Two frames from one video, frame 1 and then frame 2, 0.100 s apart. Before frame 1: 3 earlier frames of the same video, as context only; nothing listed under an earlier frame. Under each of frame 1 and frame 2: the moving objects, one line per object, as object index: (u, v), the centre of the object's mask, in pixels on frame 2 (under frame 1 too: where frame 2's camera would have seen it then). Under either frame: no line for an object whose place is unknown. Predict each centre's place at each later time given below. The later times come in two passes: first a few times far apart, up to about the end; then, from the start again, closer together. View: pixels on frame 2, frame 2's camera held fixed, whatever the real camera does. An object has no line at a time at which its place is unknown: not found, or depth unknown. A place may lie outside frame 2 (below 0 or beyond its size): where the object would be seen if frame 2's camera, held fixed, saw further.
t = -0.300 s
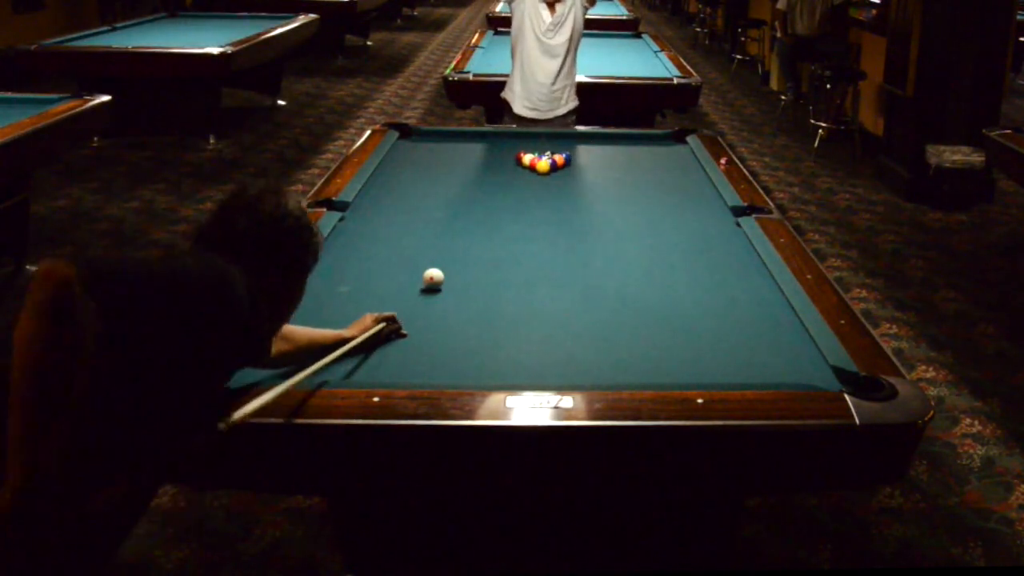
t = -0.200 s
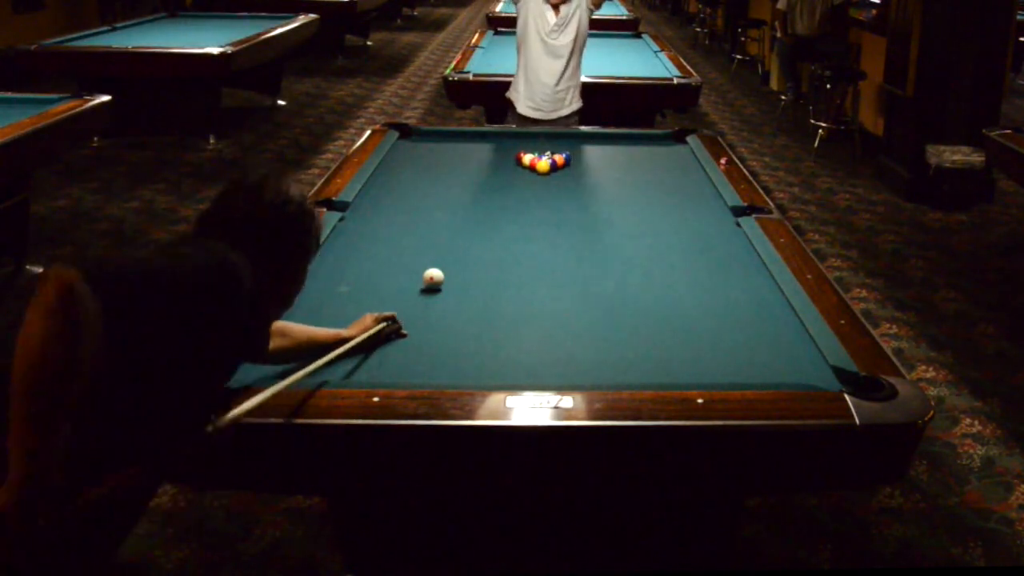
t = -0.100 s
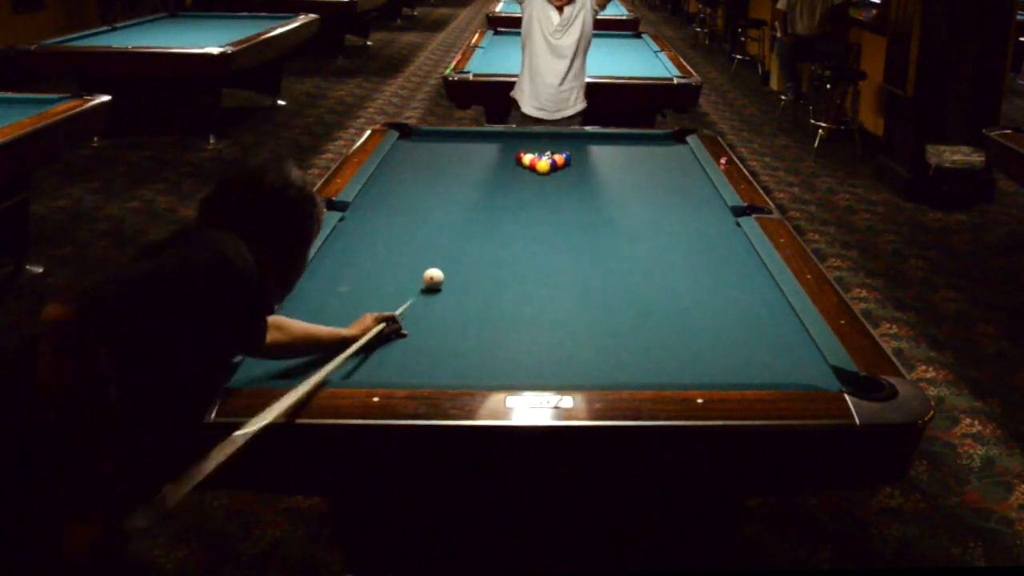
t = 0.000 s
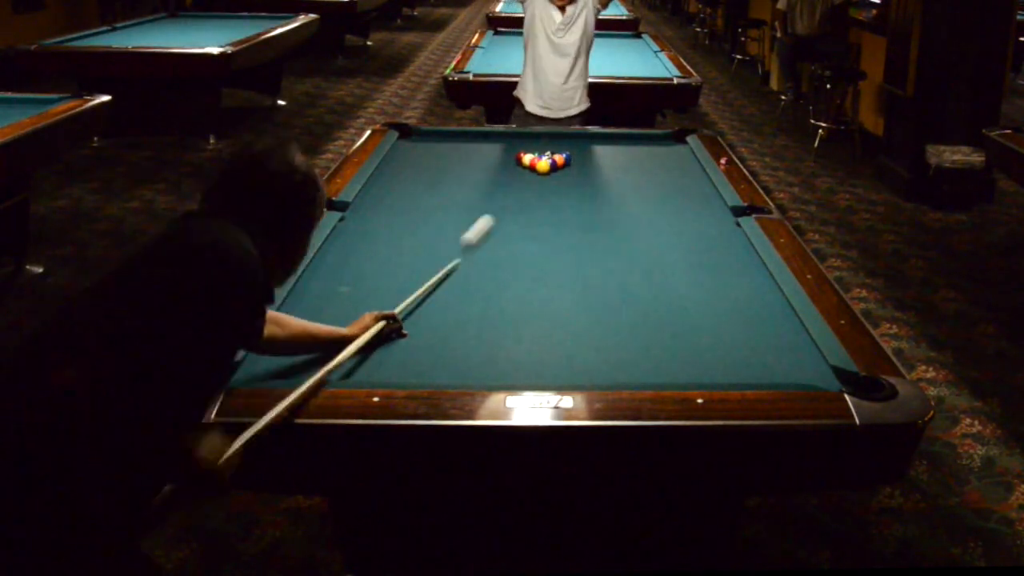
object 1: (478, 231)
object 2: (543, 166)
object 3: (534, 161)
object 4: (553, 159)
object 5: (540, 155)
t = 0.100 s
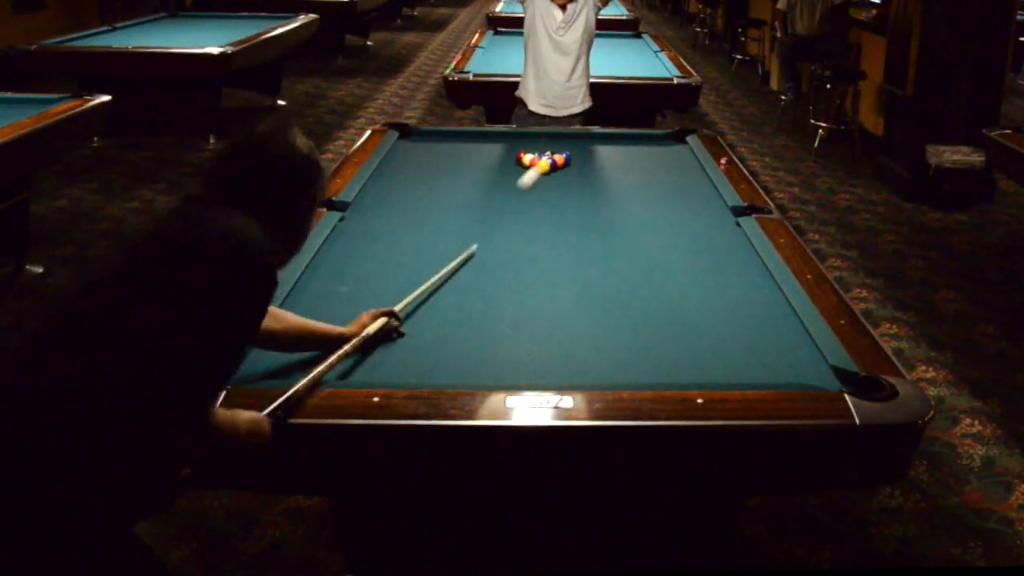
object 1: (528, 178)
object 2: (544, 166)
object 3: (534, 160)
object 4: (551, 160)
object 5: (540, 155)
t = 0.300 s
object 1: (513, 174)
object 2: (563, 168)
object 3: (505, 167)
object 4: (547, 159)
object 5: (528, 153)
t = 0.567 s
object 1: (487, 176)
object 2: (591, 173)
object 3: (469, 175)
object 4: (552, 156)
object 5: (518, 145)
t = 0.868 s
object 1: (457, 178)
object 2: (622, 178)
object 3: (427, 182)
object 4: (550, 164)
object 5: (508, 139)
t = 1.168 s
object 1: (430, 181)
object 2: (634, 179)
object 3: (379, 190)
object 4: (546, 174)
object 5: (500, 136)
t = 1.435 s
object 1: (407, 181)
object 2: (643, 180)
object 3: (379, 197)
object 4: (542, 183)
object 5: (493, 138)
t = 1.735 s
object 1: (382, 183)
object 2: (651, 180)
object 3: (400, 203)
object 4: (537, 196)
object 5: (486, 143)
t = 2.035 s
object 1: (378, 185)
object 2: (657, 180)
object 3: (420, 209)
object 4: (533, 207)
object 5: (480, 145)
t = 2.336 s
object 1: (388, 186)
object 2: (661, 180)
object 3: (439, 215)
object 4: (527, 219)
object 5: (474, 148)
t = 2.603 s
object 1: (397, 186)
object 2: (663, 181)
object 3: (456, 220)
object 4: (522, 229)
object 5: (470, 150)
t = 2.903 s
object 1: (404, 187)
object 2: (664, 181)
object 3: (473, 225)
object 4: (518, 242)
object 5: (465, 152)
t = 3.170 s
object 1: (408, 187)
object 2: (664, 181)
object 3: (486, 229)
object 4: (515, 253)
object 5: (462, 154)
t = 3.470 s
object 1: (411, 187)
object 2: (664, 180)
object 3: (501, 234)
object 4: (509, 265)
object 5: (459, 156)
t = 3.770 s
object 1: (412, 187)
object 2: (664, 180)
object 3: (514, 237)
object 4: (505, 277)
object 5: (457, 157)
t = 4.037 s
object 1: (412, 187)
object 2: (664, 180)
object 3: (524, 240)
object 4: (500, 289)
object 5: (455, 157)
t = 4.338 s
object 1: (412, 187)
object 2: (664, 181)
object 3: (533, 243)
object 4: (496, 301)
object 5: (455, 158)
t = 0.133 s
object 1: (536, 169)
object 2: (547, 165)
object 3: (533, 160)
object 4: (552, 159)
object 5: (539, 155)
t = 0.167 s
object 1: (531, 170)
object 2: (549, 166)
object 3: (529, 161)
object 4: (547, 159)
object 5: (540, 156)
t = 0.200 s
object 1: (526, 172)
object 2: (553, 167)
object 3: (522, 163)
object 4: (545, 159)
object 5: (540, 157)
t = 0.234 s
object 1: (522, 173)
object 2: (556, 168)
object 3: (516, 165)
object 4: (546, 159)
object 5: (538, 156)
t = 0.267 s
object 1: (517, 173)
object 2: (560, 169)
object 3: (510, 166)
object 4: (546, 159)
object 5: (530, 153)
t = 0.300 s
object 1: (513, 174)
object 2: (563, 168)
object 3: (505, 167)
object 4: (547, 159)
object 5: (528, 153)
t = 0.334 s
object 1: (510, 174)
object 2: (567, 169)
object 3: (501, 168)
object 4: (548, 159)
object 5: (527, 152)
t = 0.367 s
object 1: (507, 174)
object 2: (570, 170)
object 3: (496, 168)
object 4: (549, 158)
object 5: (526, 151)
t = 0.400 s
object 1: (503, 174)
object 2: (574, 171)
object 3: (491, 169)
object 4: (550, 158)
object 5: (525, 150)
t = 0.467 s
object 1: (497, 175)
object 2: (581, 172)
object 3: (483, 172)
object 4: (550, 157)
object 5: (522, 148)
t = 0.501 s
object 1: (493, 175)
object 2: (584, 172)
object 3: (478, 173)
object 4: (551, 157)
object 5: (520, 148)
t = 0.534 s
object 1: (490, 175)
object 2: (588, 173)
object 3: (474, 174)
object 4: (552, 156)
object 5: (520, 147)
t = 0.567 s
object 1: (487, 176)
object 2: (591, 173)
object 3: (469, 175)
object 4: (552, 156)
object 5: (518, 145)
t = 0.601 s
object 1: (483, 176)
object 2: (595, 174)
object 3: (464, 176)
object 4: (553, 156)
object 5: (517, 144)
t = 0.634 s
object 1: (480, 176)
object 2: (598, 175)
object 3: (460, 177)
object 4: (554, 155)
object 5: (515, 144)
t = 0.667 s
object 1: (477, 177)
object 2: (602, 175)
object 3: (455, 177)
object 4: (555, 155)
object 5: (514, 143)
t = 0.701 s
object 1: (473, 177)
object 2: (605, 176)
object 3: (450, 179)
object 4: (555, 157)
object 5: (513, 142)
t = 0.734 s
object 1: (470, 177)
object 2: (609, 176)
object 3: (445, 179)
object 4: (553, 159)
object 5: (512, 141)
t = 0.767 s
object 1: (467, 177)
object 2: (612, 177)
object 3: (440, 180)
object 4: (552, 160)
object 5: (511, 140)
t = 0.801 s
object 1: (464, 178)
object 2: (615, 177)
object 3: (435, 181)
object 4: (551, 161)
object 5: (510, 139)
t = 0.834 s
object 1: (461, 178)
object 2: (619, 178)
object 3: (430, 181)
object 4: (550, 162)
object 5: (510, 139)
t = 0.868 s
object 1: (457, 178)
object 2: (622, 178)
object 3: (427, 182)
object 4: (550, 164)
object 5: (508, 139)
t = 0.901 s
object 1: (454, 179)
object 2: (623, 178)
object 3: (421, 184)
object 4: (550, 165)
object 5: (506, 137)
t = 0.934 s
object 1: (451, 179)
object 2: (625, 178)
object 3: (415, 184)
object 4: (550, 166)
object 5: (506, 137)
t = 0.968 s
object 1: (448, 179)
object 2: (626, 177)
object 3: (410, 185)
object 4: (550, 167)
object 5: (505, 136)
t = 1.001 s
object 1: (445, 179)
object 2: (628, 177)
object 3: (405, 186)
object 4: (550, 169)
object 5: (505, 136)
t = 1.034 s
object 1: (442, 179)
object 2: (630, 178)
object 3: (399, 187)
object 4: (548, 170)
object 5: (503, 136)
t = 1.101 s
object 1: (436, 180)
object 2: (632, 179)
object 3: (389, 189)
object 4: (547, 172)
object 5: (500, 135)
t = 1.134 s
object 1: (433, 180)
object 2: (633, 179)
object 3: (384, 190)
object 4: (546, 173)
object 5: (500, 136)
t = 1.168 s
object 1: (430, 181)
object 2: (634, 179)
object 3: (379, 190)
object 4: (546, 174)
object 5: (500, 136)
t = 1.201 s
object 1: (427, 181)
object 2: (636, 179)
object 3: (374, 191)
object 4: (546, 176)
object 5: (499, 136)
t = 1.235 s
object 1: (424, 181)
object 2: (637, 179)
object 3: (369, 192)
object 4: (546, 177)
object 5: (498, 136)
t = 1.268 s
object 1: (421, 181)
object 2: (638, 179)
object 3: (367, 193)
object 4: (546, 178)
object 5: (497, 136)
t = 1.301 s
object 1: (418, 181)
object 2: (639, 179)
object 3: (369, 194)
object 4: (545, 179)
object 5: (496, 137)
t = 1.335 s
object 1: (415, 181)
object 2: (640, 179)
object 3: (371, 194)
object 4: (545, 180)
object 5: (496, 137)
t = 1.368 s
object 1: (412, 181)
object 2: (641, 179)
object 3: (374, 195)
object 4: (543, 181)
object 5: (495, 137)
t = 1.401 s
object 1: (410, 182)
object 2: (642, 179)
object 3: (376, 196)
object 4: (543, 182)
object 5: (494, 138)
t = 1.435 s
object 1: (407, 181)
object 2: (643, 180)
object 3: (379, 197)
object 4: (542, 183)
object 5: (493, 138)
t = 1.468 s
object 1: (404, 182)
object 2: (644, 180)
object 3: (381, 197)
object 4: (541, 185)
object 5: (493, 139)
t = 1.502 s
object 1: (401, 182)
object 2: (645, 180)
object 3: (383, 198)
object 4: (541, 186)
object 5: (492, 139)
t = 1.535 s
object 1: (398, 182)
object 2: (646, 180)
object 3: (385, 199)
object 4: (541, 188)
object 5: (491, 139)
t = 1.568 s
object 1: (396, 182)
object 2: (647, 180)
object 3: (388, 200)
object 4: (540, 189)
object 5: (491, 140)
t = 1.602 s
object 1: (393, 182)
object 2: (648, 180)
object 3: (391, 200)
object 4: (540, 190)
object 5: (489, 140)
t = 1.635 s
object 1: (391, 183)
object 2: (648, 180)
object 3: (393, 201)
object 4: (539, 191)
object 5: (489, 141)
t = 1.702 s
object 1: (385, 183)
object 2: (650, 180)
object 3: (397, 202)
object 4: (538, 194)
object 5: (487, 142)
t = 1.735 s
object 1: (382, 183)
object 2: (651, 180)
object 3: (400, 203)
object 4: (537, 196)
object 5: (486, 143)
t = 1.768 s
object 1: (380, 183)
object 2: (652, 180)
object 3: (402, 204)
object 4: (536, 196)
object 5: (485, 142)
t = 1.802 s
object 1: (378, 183)
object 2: (652, 180)
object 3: (404, 204)
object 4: (536, 198)
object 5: (484, 143)
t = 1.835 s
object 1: (375, 184)
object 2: (653, 180)
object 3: (406, 205)
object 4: (536, 199)
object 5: (484, 143)
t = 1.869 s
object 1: (373, 184)
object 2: (654, 180)
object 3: (409, 206)
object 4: (535, 201)
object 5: (483, 143)
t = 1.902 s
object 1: (372, 184)
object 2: (655, 180)
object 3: (411, 207)
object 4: (535, 202)
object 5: (483, 143)
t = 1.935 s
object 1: (375, 184)
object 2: (655, 180)
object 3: (413, 207)
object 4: (535, 203)
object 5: (481, 144)
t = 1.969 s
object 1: (376, 184)
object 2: (656, 180)
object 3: (416, 208)
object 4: (534, 204)
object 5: (481, 144)
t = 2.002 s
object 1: (377, 185)
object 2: (656, 180)
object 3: (418, 208)
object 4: (534, 206)
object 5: (480, 144)
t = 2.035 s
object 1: (378, 185)
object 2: (657, 180)
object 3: (420, 209)
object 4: (533, 207)
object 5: (480, 145)
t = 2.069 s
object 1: (379, 185)
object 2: (658, 180)
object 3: (422, 210)
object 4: (532, 208)
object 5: (479, 146)
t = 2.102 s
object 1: (380, 185)
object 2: (658, 180)
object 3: (424, 210)
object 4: (531, 210)
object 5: (479, 146)
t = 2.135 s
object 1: (381, 185)
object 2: (658, 180)
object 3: (426, 211)
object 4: (530, 211)
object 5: (479, 146)
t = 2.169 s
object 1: (382, 185)
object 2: (659, 180)
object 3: (429, 212)
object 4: (530, 212)
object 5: (478, 146)
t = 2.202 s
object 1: (383, 185)
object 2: (660, 180)
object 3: (431, 212)
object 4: (529, 214)
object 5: (477, 146)
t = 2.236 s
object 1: (385, 185)
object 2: (660, 180)
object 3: (433, 213)
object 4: (528, 215)
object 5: (476, 147)
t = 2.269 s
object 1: (386, 186)
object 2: (660, 180)
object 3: (436, 213)
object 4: (528, 216)
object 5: (475, 148)
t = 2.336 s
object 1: (388, 186)
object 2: (661, 180)
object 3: (439, 215)
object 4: (527, 219)
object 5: (474, 148)
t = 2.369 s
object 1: (390, 185)
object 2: (661, 180)
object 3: (441, 215)
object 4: (527, 220)
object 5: (474, 148)
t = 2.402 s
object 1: (390, 186)
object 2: (662, 180)
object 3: (444, 216)
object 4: (526, 221)
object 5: (473, 148)
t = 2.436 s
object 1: (392, 186)
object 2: (662, 180)
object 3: (445, 217)
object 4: (526, 223)
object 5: (472, 148)
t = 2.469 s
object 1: (392, 186)
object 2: (662, 180)
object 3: (447, 217)
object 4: (525, 224)
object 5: (472, 148)
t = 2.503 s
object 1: (394, 186)
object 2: (662, 181)
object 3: (449, 218)
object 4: (524, 226)
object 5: (471, 149)
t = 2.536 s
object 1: (395, 186)
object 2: (663, 181)
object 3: (451, 219)
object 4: (523, 227)
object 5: (471, 149)
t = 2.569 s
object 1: (395, 186)
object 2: (663, 181)
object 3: (453, 219)
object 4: (523, 229)
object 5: (470, 150)
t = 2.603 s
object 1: (397, 186)
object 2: (663, 181)
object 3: (456, 220)
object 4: (522, 229)
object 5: (470, 150)
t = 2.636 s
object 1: (397, 186)
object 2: (663, 181)
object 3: (457, 220)
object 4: (522, 231)
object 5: (469, 150)
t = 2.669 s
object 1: (398, 187)
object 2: (663, 181)
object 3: (459, 221)
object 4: (522, 233)
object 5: (468, 150)
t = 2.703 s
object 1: (399, 187)
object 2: (664, 181)
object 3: (461, 221)
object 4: (522, 234)
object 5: (468, 151)
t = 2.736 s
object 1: (400, 187)
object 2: (664, 181)
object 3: (463, 222)
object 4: (521, 235)
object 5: (468, 151)
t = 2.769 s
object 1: (401, 187)
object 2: (664, 181)
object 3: (465, 223)
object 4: (520, 236)
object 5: (467, 152)
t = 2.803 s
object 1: (401, 187)
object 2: (664, 181)
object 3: (467, 223)
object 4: (520, 237)
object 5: (467, 151)
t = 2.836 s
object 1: (402, 187)
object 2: (664, 181)
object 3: (469, 224)
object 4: (519, 239)
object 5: (466, 152)
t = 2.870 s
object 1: (403, 187)
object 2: (664, 181)
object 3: (471, 224)
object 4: (519, 241)
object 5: (466, 152)
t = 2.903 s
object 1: (404, 187)
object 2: (664, 181)
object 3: (473, 225)
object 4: (518, 242)
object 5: (465, 152)
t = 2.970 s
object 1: (405, 187)
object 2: (664, 181)
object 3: (476, 226)
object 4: (517, 244)
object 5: (464, 153)
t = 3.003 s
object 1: (405, 187)
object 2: (664, 181)
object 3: (478, 227)
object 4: (516, 246)
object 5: (464, 153)
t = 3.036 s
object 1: (406, 187)
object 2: (664, 181)
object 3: (480, 227)
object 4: (515, 248)
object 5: (463, 153)
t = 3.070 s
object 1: (406, 187)
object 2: (664, 181)
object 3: (482, 228)
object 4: (515, 249)
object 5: (463, 153)
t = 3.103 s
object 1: (407, 187)
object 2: (664, 181)
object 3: (483, 228)
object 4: (515, 251)
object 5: (462, 154)
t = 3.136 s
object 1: (407, 187)
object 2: (664, 181)
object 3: (485, 229)
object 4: (515, 252)
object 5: (463, 154)
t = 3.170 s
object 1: (408, 187)
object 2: (664, 181)
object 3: (486, 229)
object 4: (515, 253)
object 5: (462, 154)
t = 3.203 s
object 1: (408, 187)
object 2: (664, 181)
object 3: (488, 230)
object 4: (513, 254)
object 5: (461, 155)
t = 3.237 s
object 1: (408, 187)
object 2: (664, 180)
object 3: (490, 230)
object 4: (513, 256)
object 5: (461, 155)
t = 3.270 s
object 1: (409, 187)
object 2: (664, 180)
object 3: (491, 231)
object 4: (513, 257)
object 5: (461, 155)
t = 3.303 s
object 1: (409, 187)
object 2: (664, 180)
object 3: (493, 231)
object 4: (512, 259)
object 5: (461, 155)
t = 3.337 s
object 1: (409, 187)
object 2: (664, 180)
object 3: (494, 232)
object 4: (512, 261)
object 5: (460, 155)
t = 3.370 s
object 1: (410, 187)
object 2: (664, 180)
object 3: (496, 232)
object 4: (510, 262)
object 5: (460, 155)
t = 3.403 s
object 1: (410, 187)
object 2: (664, 180)
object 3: (498, 233)
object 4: (510, 263)
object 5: (459, 156)
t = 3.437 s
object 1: (410, 187)
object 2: (664, 180)
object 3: (499, 233)
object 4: (509, 264)
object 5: (459, 156)
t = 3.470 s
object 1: (411, 187)
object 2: (664, 180)
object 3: (501, 234)
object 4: (509, 265)
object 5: (459, 156)
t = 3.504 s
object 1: (411, 187)
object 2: (664, 180)
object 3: (503, 234)
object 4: (509, 266)
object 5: (459, 156)
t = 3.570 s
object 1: (412, 187)
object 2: (664, 180)
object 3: (506, 235)
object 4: (507, 270)
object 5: (458, 156)
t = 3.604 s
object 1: (412, 187)
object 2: (664, 180)
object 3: (507, 235)
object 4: (507, 271)
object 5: (458, 156)
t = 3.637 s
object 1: (412, 187)
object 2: (664, 180)
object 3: (508, 236)
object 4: (507, 273)
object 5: (458, 157)
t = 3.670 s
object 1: (412, 187)
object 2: (664, 180)
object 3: (510, 236)
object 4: (506, 274)
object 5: (458, 156)
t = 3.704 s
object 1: (412, 187)
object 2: (664, 180)
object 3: (511, 237)
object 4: (506, 274)
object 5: (457, 156)
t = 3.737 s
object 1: (412, 187)
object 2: (664, 180)
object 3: (513, 237)
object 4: (505, 277)
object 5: (457, 157)
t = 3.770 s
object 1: (412, 187)
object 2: (664, 180)
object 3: (514, 237)
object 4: (505, 277)
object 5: (457, 157)
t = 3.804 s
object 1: (412, 187)
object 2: (664, 180)
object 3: (515, 238)
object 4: (504, 279)
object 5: (457, 157)
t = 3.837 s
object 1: (412, 187)
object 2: (664, 180)
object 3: (517, 238)
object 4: (504, 281)
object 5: (457, 157)
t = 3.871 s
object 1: (412, 187)
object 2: (664, 180)
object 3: (518, 239)
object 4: (503, 282)
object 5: (456, 157)
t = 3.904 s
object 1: (412, 187)
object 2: (664, 180)
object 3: (519, 239)
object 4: (502, 284)
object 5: (456, 157)
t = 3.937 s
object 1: (412, 187)
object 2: (664, 180)
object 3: (520, 239)
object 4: (501, 286)
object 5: (456, 157)
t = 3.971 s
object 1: (412, 187)
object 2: (664, 180)
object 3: (522, 240)
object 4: (501, 286)
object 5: (456, 157)
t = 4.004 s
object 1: (412, 187)
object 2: (664, 180)
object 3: (523, 240)
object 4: (501, 287)
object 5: (455, 157)
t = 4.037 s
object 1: (412, 187)
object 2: (664, 180)
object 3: (524, 240)
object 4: (500, 289)
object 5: (455, 157)
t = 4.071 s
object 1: (412, 187)
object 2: (664, 180)
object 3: (525, 241)
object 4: (499, 290)
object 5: (455, 157)
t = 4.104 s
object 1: (412, 187)
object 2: (664, 180)
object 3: (526, 241)
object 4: (499, 292)
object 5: (455, 157)
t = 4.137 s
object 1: (412, 187)
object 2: (664, 180)
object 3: (527, 242)
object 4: (498, 293)
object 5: (455, 157)
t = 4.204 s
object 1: (412, 187)
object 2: (664, 180)
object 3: (529, 242)
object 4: (498, 296)
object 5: (455, 157)
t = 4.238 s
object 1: (412, 187)
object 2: (664, 181)
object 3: (530, 242)
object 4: (497, 297)
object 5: (455, 157)
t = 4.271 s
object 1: (412, 187)
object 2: (664, 181)
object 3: (531, 243)
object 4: (497, 298)
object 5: (455, 157)
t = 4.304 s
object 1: (412, 187)
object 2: (664, 180)
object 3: (532, 243)
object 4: (496, 300)
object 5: (455, 158)
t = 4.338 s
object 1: (412, 187)
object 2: (664, 181)
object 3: (533, 243)
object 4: (496, 301)
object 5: (455, 158)
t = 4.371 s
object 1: (412, 187)
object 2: (664, 181)
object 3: (534, 243)
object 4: (495, 302)
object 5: (455, 158)
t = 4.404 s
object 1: (412, 187)
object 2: (664, 181)
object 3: (535, 244)
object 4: (495, 303)
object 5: (455, 158)
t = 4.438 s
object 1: (412, 187)
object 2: (664, 181)
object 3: (536, 244)
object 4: (495, 304)
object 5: (455, 157)
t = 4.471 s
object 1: (412, 187)
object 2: (664, 181)
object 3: (537, 244)
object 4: (494, 306)
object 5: (455, 157)
